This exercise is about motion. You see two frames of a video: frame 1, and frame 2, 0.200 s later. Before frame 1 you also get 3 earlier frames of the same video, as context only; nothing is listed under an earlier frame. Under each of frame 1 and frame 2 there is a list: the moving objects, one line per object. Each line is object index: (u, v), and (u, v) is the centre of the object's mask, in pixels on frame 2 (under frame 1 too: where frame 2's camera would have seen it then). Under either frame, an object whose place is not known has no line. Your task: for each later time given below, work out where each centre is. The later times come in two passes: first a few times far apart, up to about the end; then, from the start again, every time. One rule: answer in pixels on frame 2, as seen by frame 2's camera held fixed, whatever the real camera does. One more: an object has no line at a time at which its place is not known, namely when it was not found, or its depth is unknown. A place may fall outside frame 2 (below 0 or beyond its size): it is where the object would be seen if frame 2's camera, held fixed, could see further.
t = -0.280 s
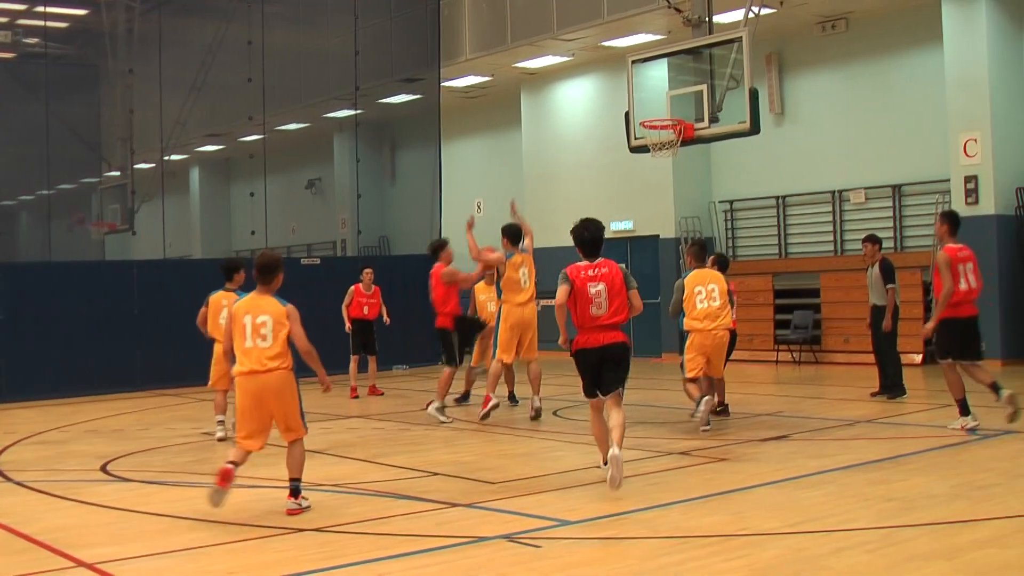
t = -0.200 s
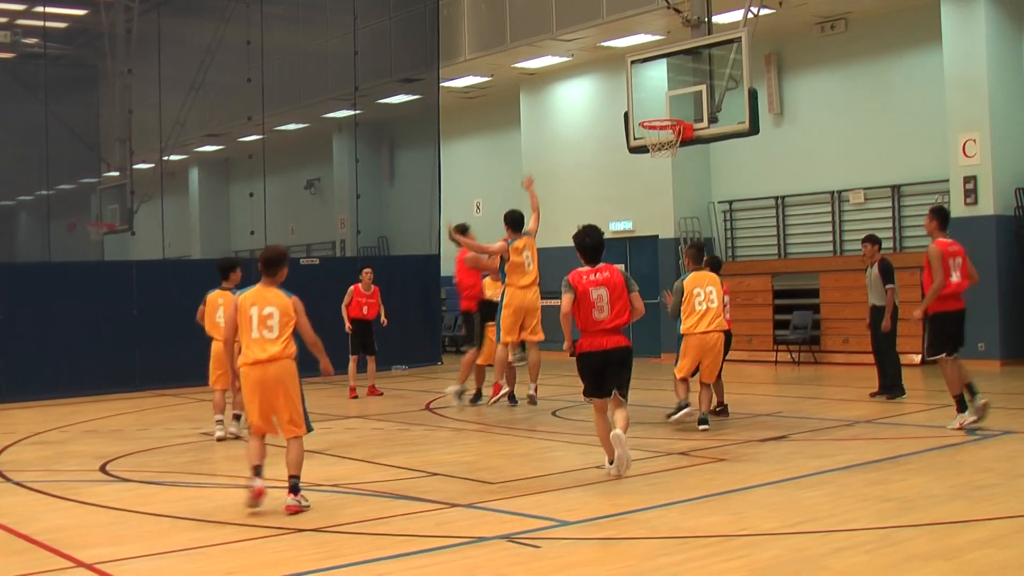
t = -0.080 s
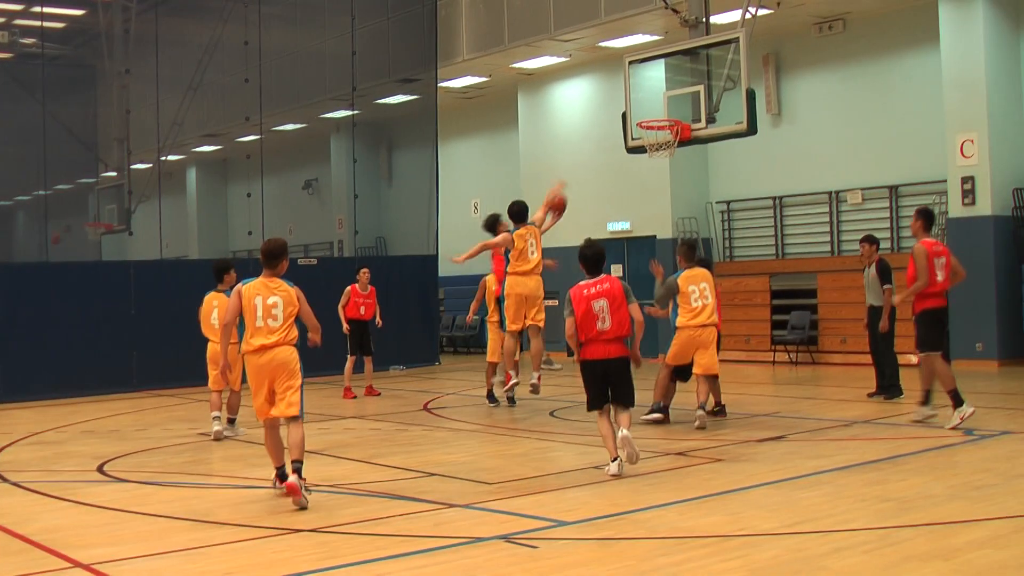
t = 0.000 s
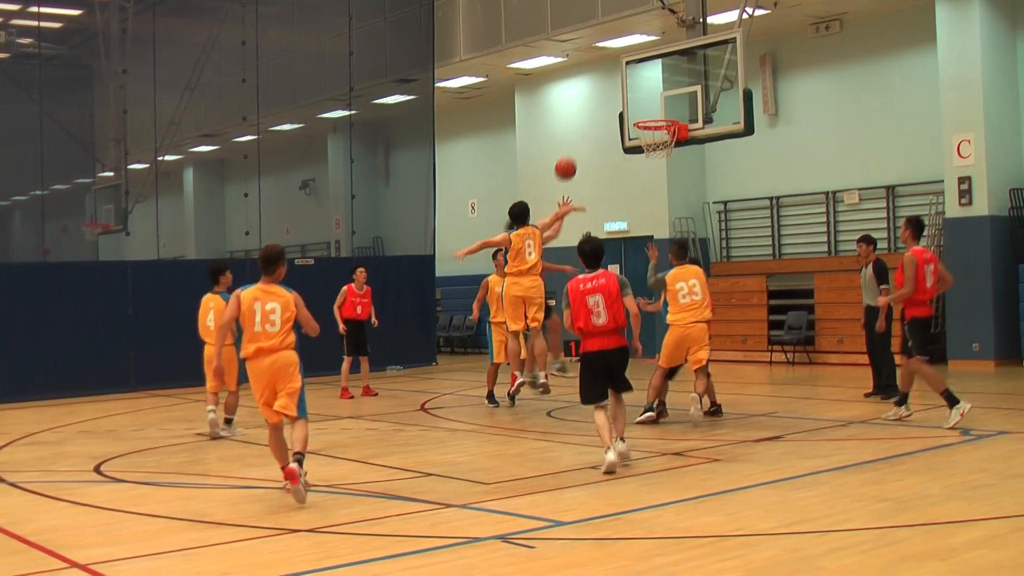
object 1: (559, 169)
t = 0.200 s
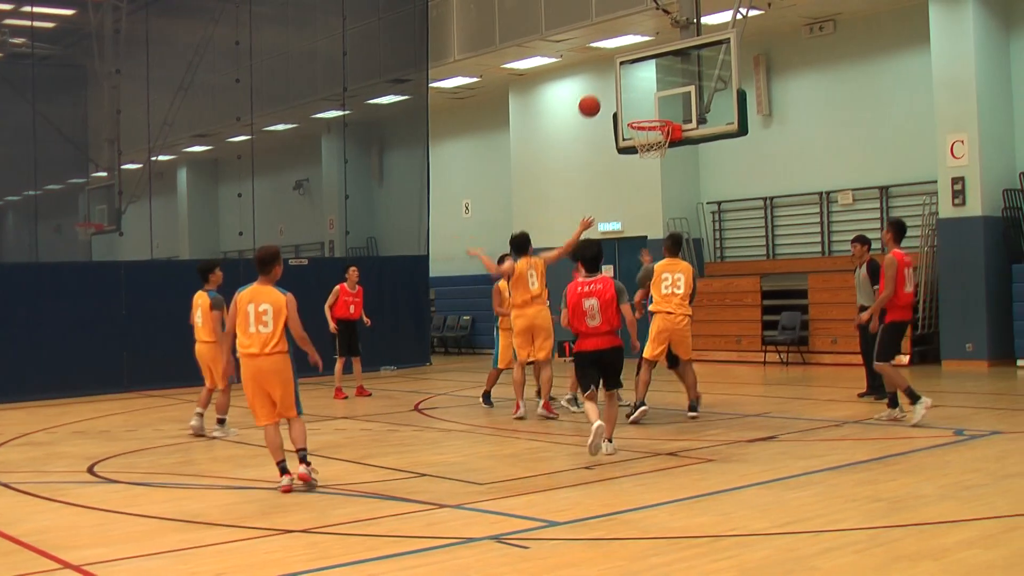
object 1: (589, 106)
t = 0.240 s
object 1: (595, 98)
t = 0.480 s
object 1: (632, 77)
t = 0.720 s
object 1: (670, 105)
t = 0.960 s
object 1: (661, 104)
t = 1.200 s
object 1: (649, 108)
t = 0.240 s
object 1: (595, 98)
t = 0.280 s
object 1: (601, 91)
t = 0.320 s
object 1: (607, 85)
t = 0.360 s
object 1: (614, 81)
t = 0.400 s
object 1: (620, 78)
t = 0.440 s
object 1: (626, 77)
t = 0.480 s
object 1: (632, 77)
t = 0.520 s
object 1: (639, 78)
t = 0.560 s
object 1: (646, 81)
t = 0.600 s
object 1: (652, 86)
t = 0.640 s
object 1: (659, 91)
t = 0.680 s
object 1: (665, 99)
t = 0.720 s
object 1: (670, 105)
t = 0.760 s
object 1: (670, 108)
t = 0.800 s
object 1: (670, 111)
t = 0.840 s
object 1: (667, 108)
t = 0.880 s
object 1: (665, 105)
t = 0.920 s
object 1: (663, 104)
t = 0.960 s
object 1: (661, 104)
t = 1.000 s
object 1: (658, 105)
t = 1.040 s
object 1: (656, 108)
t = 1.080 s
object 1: (654, 108)
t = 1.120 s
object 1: (652, 106)
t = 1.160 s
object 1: (651, 106)
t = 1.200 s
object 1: (649, 108)
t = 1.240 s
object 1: (647, 111)
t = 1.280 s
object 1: (645, 115)
